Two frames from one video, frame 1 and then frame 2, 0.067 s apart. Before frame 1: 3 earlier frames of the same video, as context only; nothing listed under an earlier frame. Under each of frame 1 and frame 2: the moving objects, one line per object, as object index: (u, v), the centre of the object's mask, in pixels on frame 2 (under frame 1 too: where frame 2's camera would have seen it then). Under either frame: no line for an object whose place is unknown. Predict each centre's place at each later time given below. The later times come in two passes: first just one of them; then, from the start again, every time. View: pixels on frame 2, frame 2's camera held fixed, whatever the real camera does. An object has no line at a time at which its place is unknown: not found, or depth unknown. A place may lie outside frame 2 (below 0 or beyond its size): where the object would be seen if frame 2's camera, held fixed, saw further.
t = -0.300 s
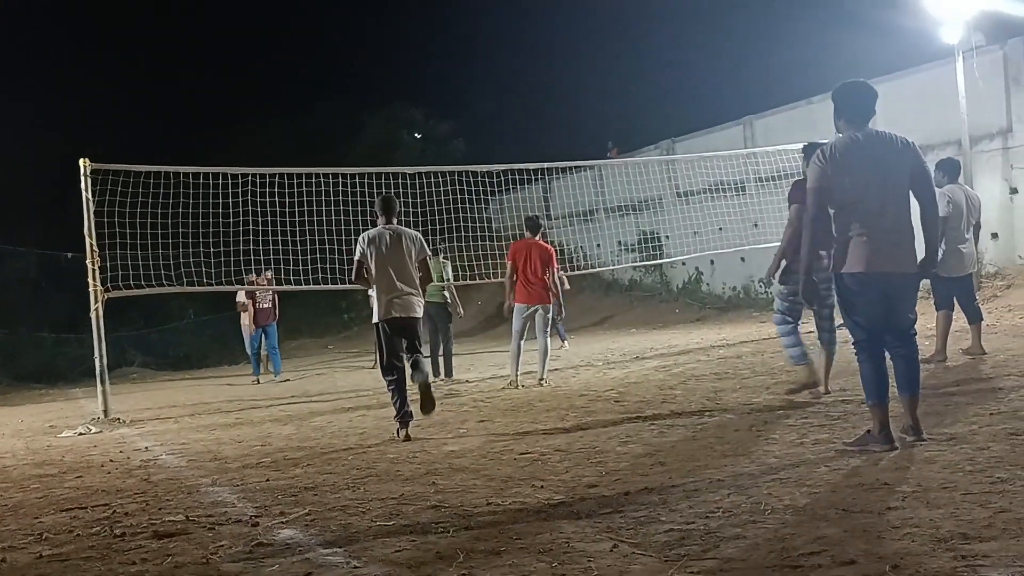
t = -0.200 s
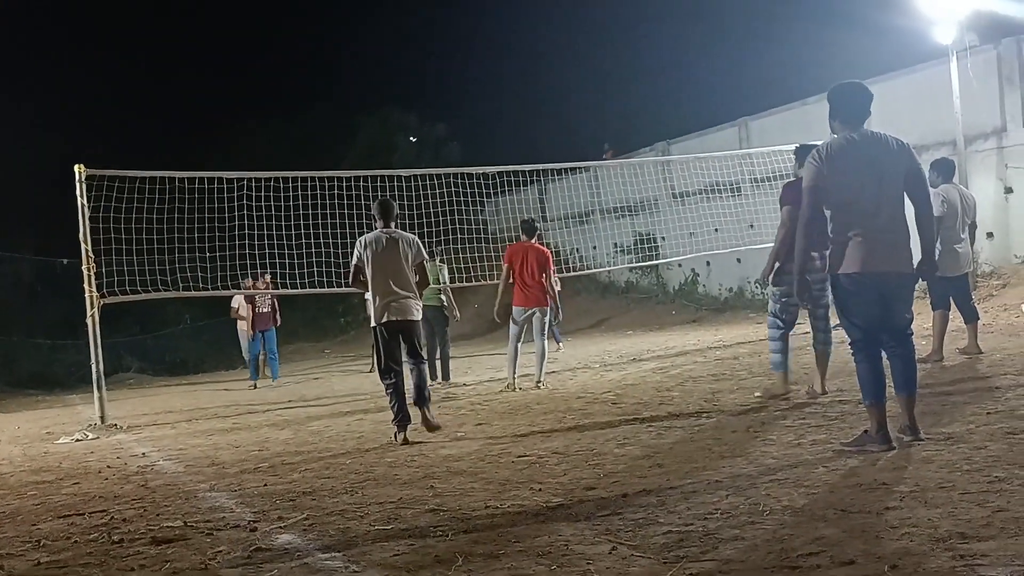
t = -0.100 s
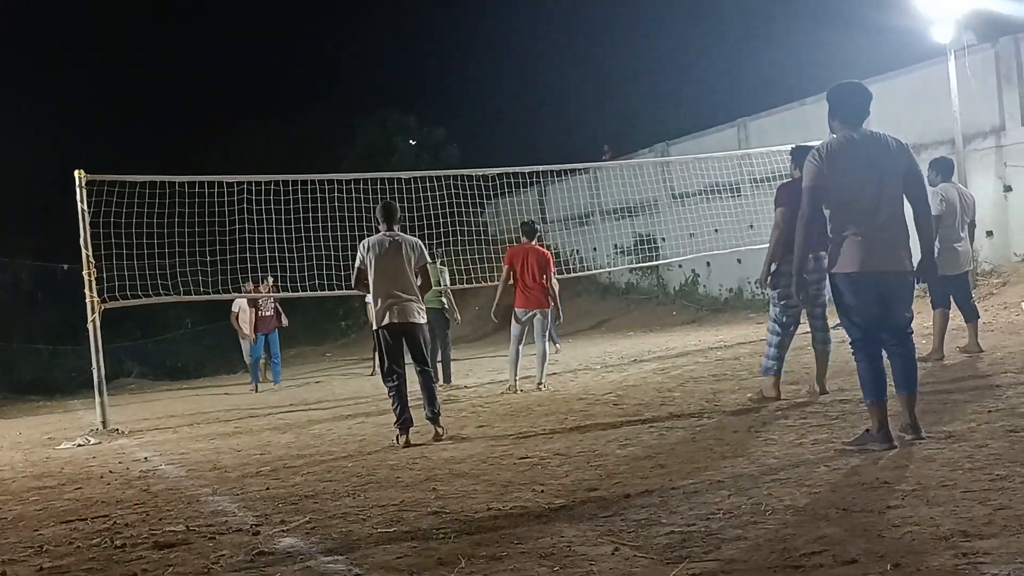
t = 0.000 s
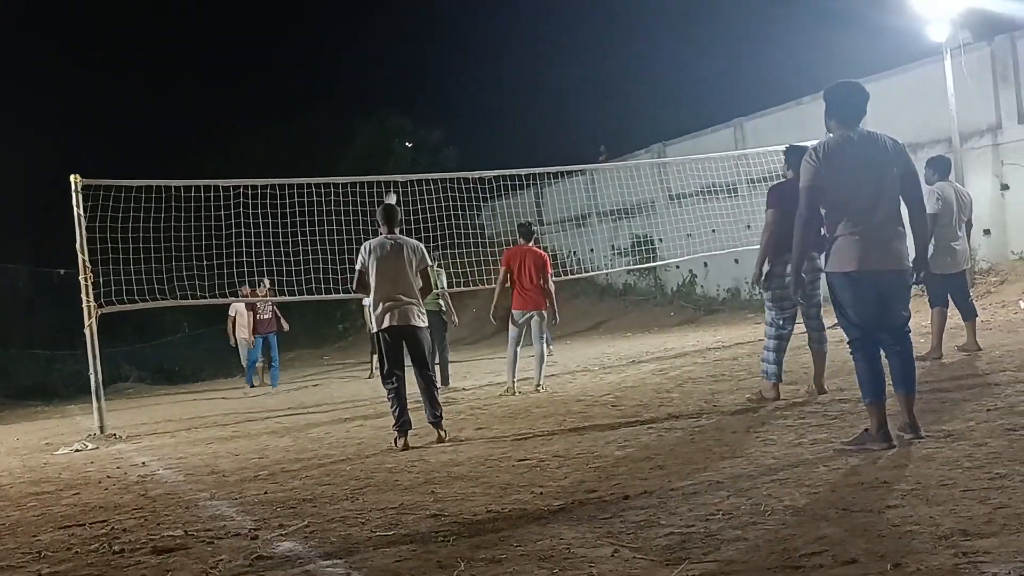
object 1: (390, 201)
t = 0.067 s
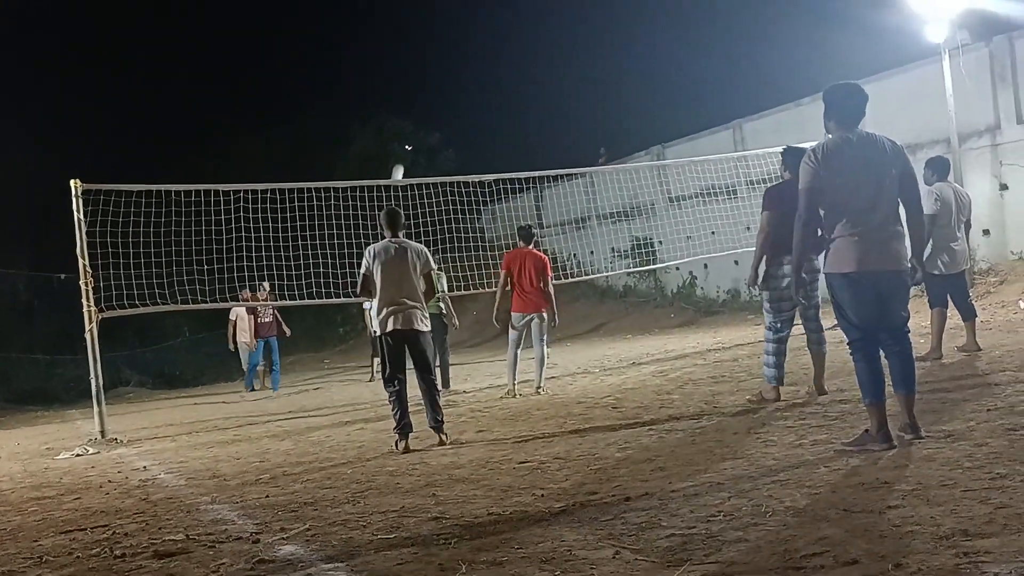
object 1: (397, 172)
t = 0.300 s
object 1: (426, 72)
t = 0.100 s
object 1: (401, 159)
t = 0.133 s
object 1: (405, 143)
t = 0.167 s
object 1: (409, 129)
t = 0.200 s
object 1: (413, 114)
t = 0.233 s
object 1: (418, 100)
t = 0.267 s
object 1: (422, 86)
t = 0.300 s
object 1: (426, 72)
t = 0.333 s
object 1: (431, 59)
